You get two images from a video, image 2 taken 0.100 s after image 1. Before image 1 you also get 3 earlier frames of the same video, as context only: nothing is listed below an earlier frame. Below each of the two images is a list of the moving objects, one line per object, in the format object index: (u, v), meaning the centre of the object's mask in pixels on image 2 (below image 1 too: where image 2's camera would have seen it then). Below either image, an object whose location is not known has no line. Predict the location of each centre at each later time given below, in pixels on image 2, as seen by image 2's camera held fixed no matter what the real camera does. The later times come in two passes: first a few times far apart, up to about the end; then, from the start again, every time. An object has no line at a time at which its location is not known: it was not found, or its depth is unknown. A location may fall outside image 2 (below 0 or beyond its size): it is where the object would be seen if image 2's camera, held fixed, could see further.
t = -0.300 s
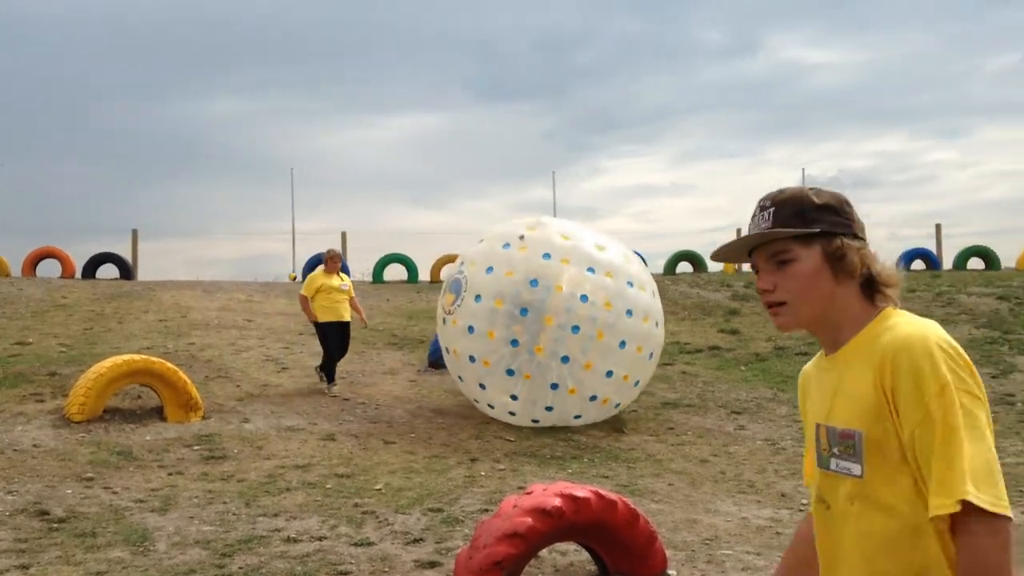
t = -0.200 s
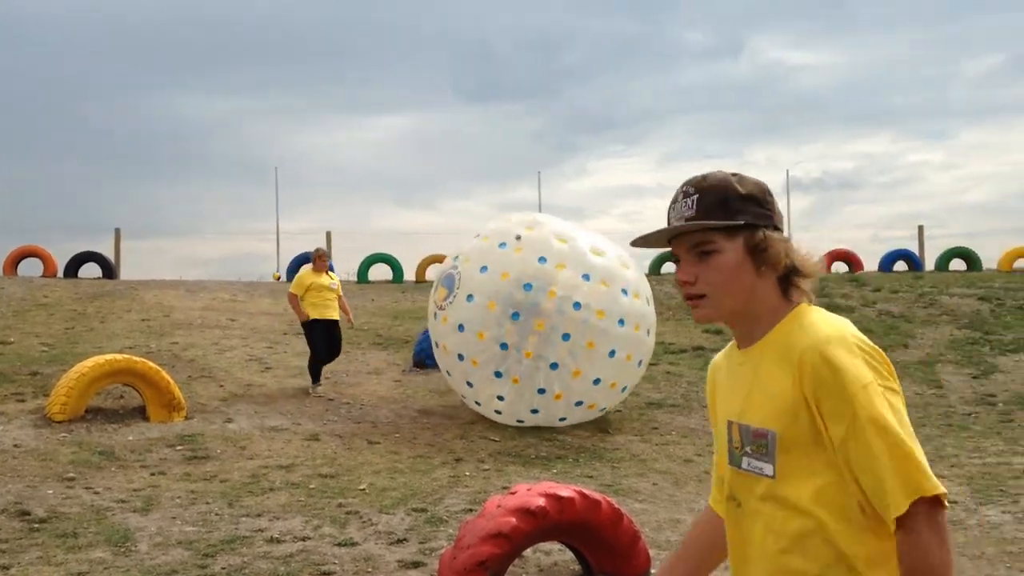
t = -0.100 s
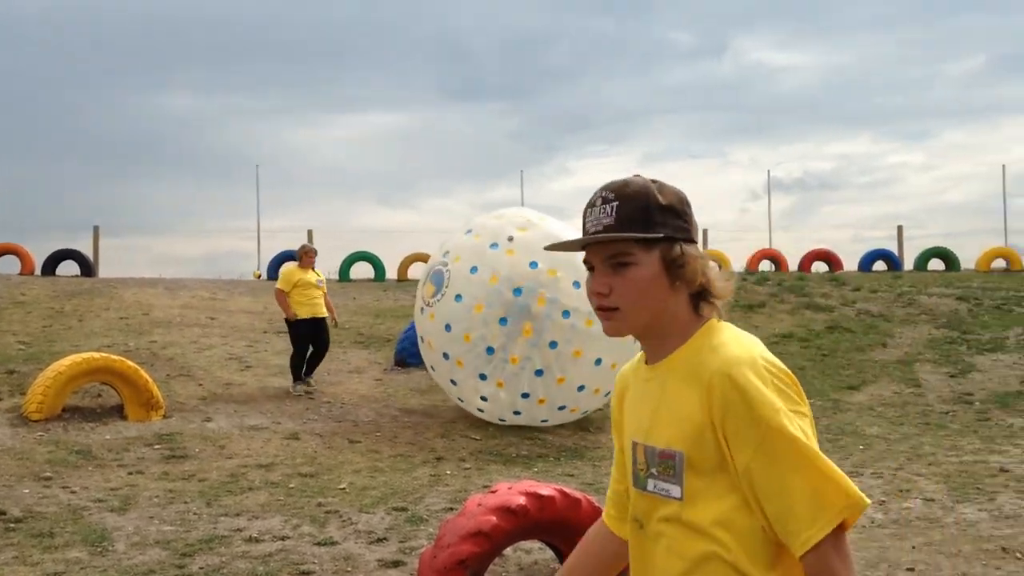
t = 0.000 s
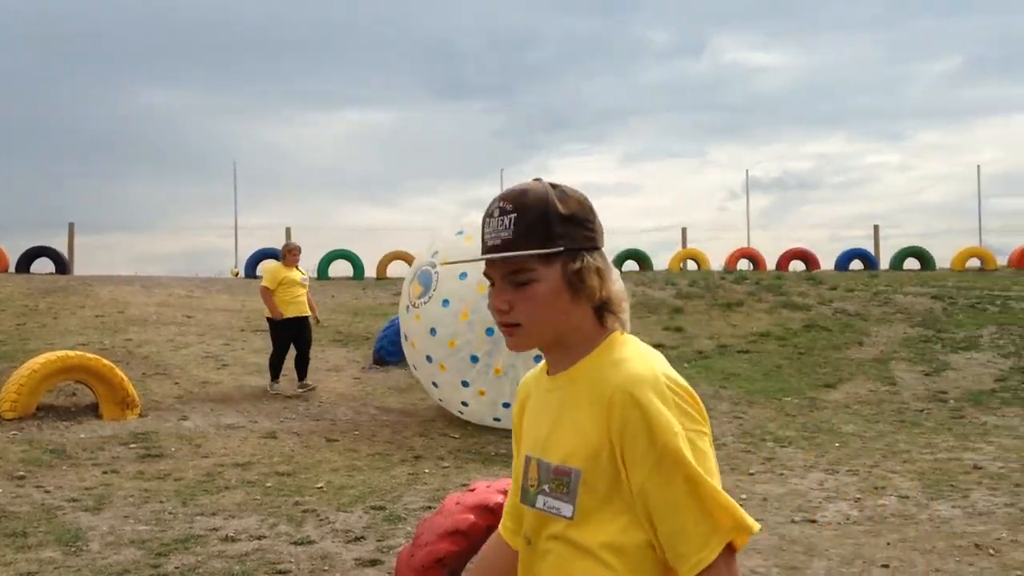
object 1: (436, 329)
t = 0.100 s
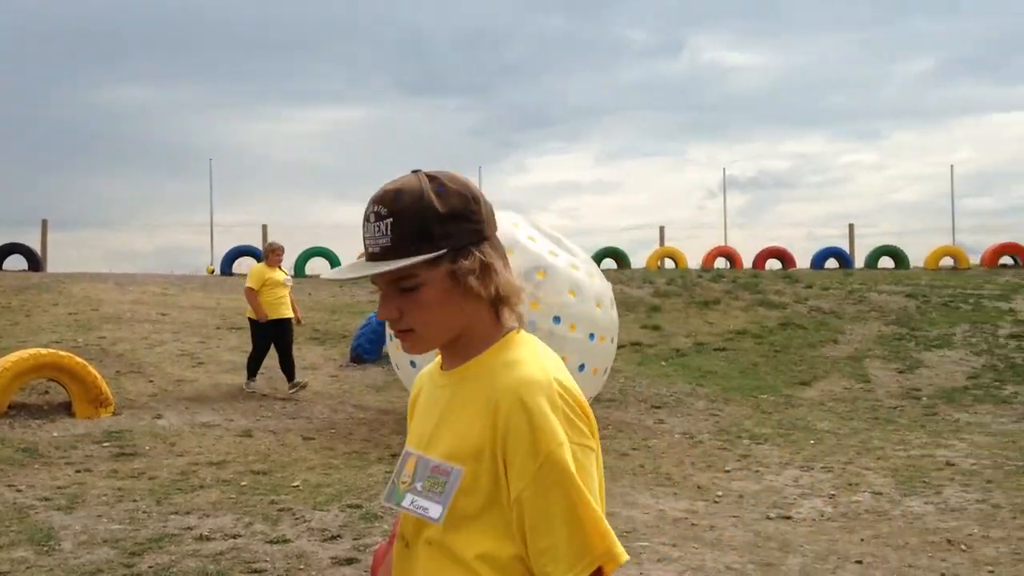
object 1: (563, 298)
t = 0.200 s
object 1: (533, 309)
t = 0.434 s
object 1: (545, 325)
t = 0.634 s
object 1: (579, 327)
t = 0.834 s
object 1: (616, 333)
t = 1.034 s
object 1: (654, 340)
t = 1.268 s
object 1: (702, 347)
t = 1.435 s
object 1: (725, 350)
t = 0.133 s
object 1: (551, 302)
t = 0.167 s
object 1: (542, 306)
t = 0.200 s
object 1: (533, 309)
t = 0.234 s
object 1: (526, 312)
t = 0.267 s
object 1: (524, 316)
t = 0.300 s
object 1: (525, 317)
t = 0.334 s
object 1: (529, 318)
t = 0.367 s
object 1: (534, 320)
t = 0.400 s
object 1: (540, 322)
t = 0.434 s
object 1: (545, 325)
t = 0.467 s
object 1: (551, 327)
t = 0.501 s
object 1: (556, 329)
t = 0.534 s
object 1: (562, 329)
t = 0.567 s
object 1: (567, 328)
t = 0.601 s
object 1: (573, 328)
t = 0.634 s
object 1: (579, 327)
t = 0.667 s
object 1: (585, 328)
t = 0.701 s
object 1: (591, 328)
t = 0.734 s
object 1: (597, 329)
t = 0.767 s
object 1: (604, 330)
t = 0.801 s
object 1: (610, 332)
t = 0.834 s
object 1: (616, 333)
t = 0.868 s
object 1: (623, 335)
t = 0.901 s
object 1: (628, 335)
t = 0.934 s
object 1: (635, 336)
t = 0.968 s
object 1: (641, 336)
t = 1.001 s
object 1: (648, 338)
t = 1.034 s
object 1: (654, 340)
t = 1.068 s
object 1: (661, 342)
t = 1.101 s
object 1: (668, 343)
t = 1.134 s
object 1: (676, 345)
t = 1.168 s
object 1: (683, 345)
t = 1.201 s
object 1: (691, 345)
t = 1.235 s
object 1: (697, 346)
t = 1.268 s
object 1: (702, 347)
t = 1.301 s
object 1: (706, 348)
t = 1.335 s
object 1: (711, 348)
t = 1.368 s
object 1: (715, 349)
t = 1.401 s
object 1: (720, 349)
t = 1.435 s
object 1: (725, 350)
